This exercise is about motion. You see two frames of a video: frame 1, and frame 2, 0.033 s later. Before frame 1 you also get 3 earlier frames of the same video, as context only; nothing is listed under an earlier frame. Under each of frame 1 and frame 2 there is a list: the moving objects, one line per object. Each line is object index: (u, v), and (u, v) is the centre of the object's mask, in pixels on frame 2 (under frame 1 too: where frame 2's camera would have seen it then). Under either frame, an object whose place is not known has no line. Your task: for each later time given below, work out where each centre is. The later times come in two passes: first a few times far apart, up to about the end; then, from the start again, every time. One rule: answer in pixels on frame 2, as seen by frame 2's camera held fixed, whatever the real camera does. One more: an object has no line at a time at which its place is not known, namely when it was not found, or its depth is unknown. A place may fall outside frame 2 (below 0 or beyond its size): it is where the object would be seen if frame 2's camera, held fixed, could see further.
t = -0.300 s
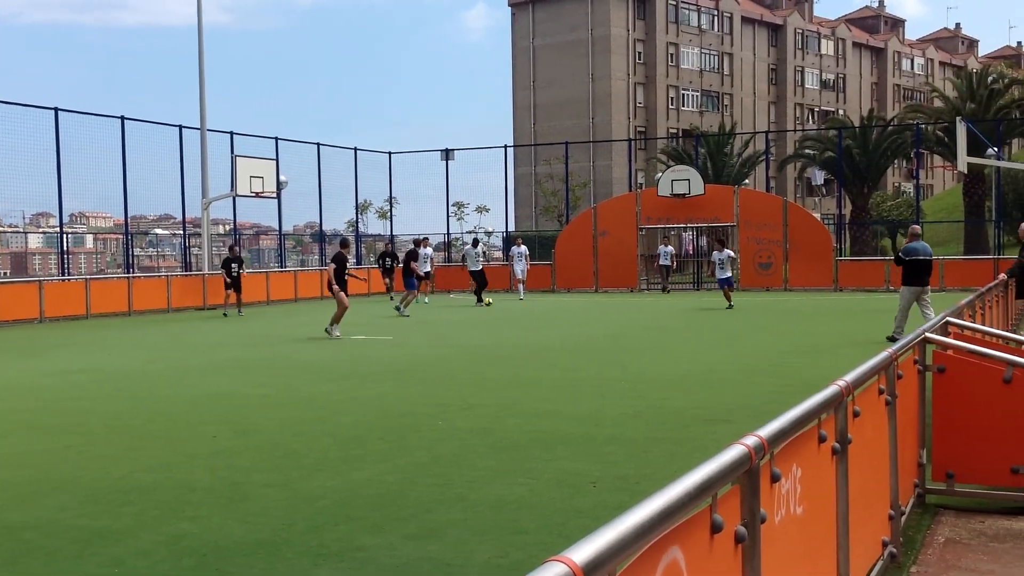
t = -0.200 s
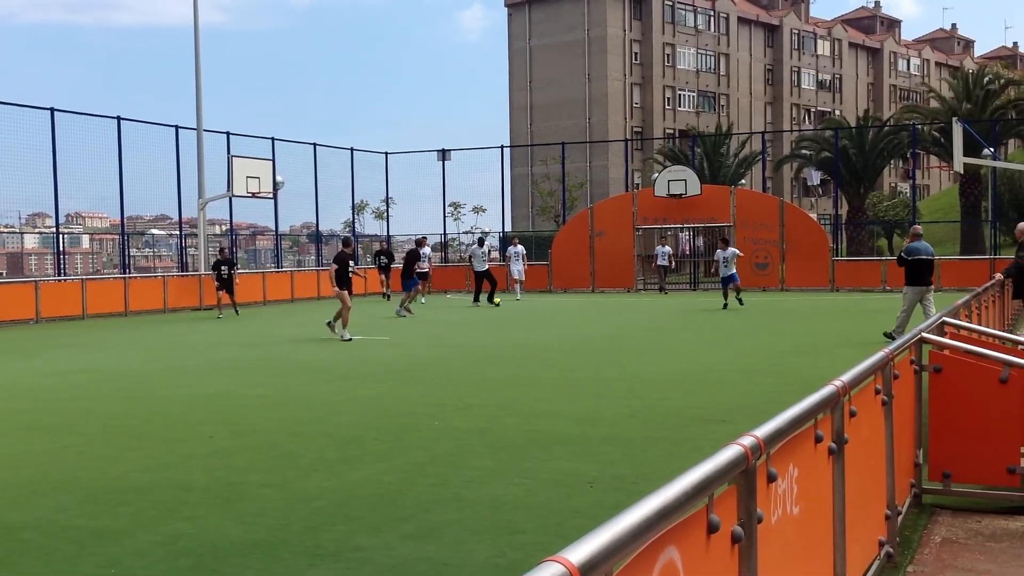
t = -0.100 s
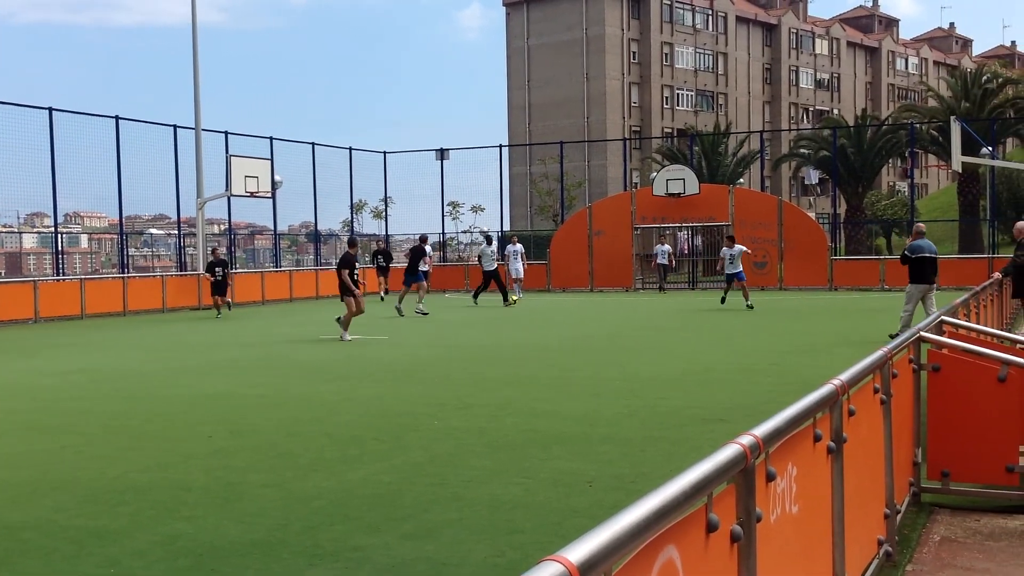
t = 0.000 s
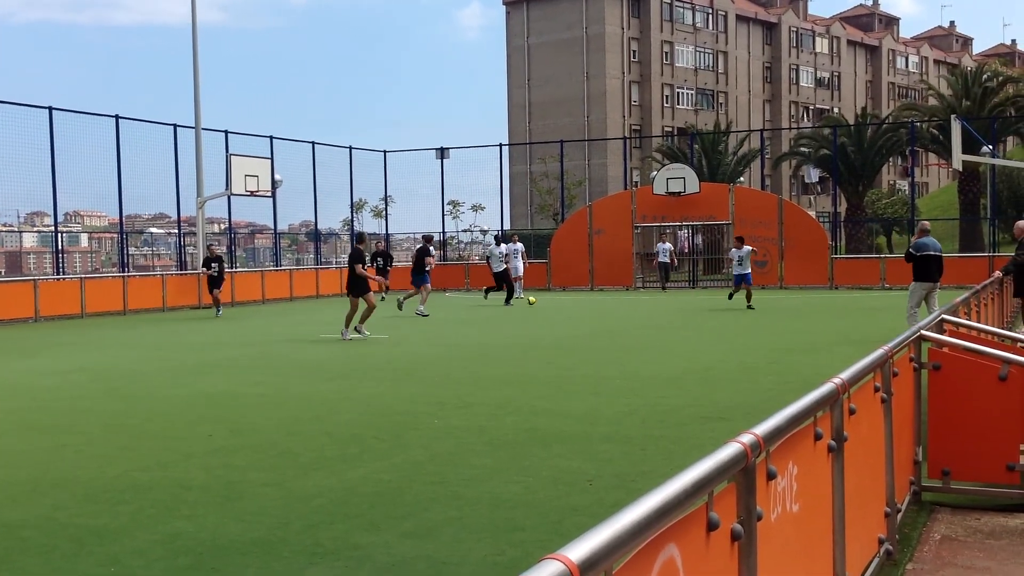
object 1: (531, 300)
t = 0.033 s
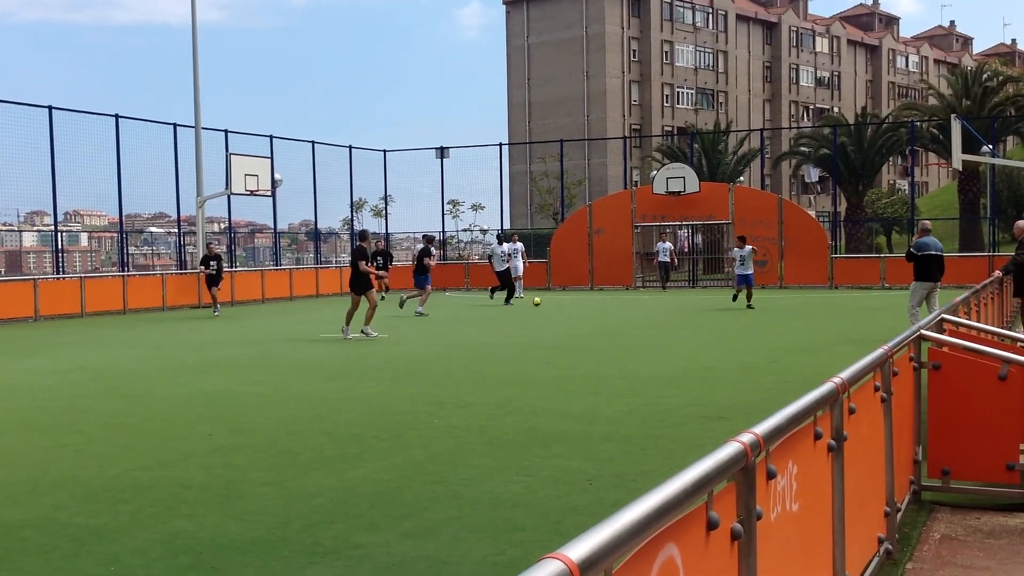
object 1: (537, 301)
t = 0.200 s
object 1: (566, 303)
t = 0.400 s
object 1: (602, 305)
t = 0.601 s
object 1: (637, 308)
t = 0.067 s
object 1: (543, 302)
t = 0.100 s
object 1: (548, 301)
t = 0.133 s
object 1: (554, 301)
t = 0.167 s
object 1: (560, 302)
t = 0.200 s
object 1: (566, 303)
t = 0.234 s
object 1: (572, 303)
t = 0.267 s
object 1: (578, 303)
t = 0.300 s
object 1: (584, 304)
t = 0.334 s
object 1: (590, 304)
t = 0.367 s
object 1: (596, 305)
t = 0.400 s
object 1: (602, 305)
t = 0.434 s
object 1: (608, 305)
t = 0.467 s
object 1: (613, 305)
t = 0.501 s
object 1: (619, 307)
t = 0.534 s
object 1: (625, 307)
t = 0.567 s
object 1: (632, 308)
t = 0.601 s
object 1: (637, 308)
